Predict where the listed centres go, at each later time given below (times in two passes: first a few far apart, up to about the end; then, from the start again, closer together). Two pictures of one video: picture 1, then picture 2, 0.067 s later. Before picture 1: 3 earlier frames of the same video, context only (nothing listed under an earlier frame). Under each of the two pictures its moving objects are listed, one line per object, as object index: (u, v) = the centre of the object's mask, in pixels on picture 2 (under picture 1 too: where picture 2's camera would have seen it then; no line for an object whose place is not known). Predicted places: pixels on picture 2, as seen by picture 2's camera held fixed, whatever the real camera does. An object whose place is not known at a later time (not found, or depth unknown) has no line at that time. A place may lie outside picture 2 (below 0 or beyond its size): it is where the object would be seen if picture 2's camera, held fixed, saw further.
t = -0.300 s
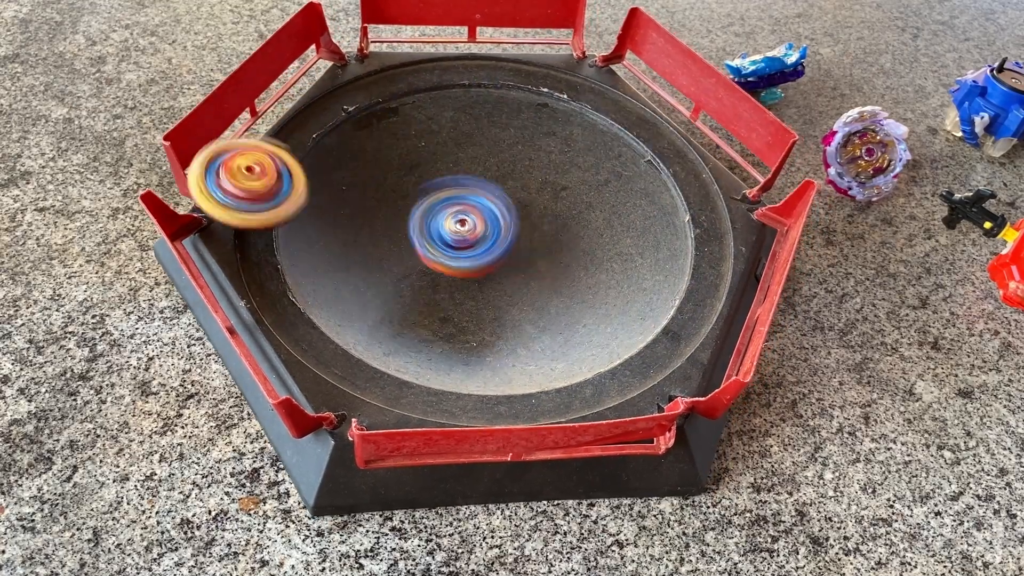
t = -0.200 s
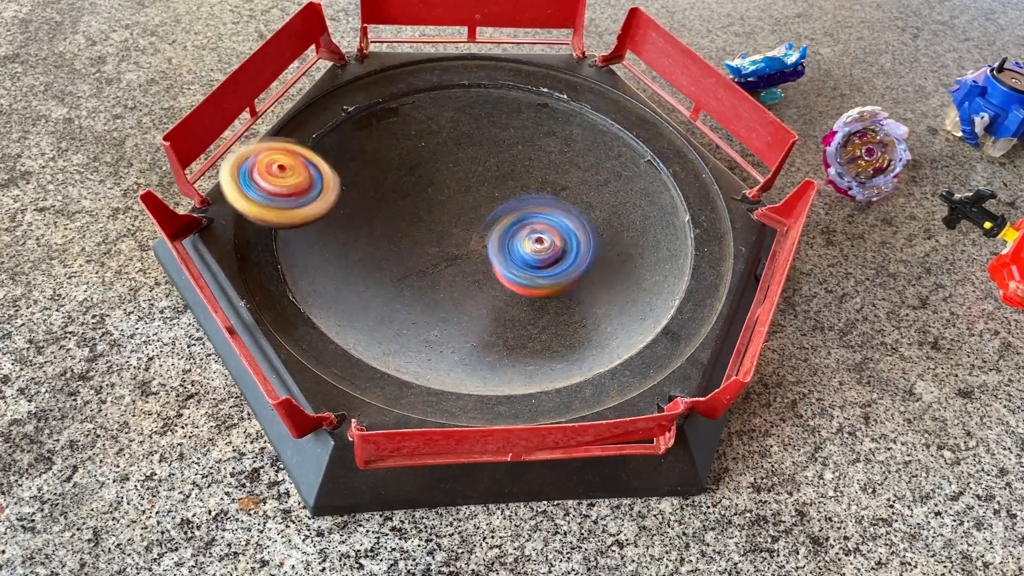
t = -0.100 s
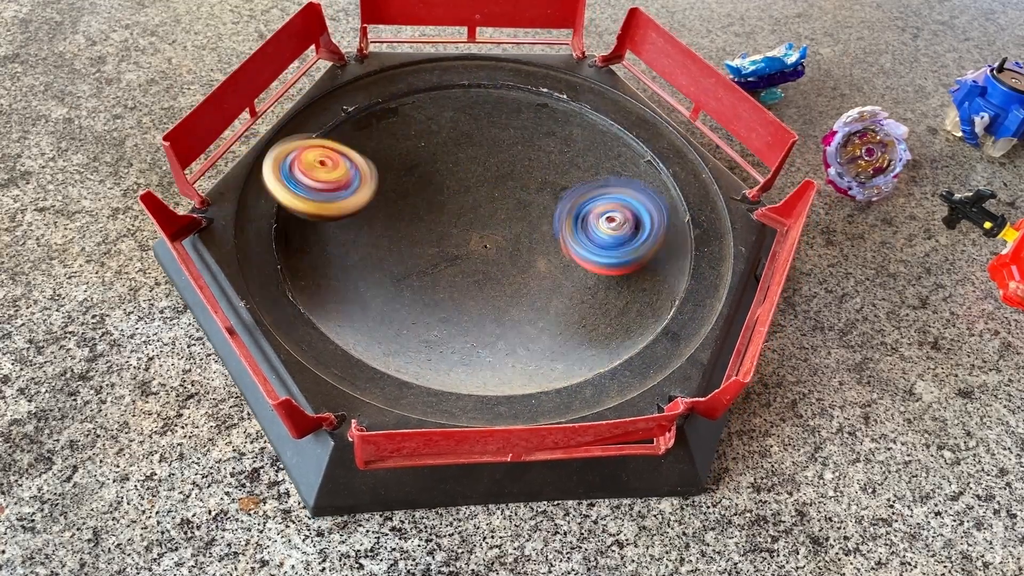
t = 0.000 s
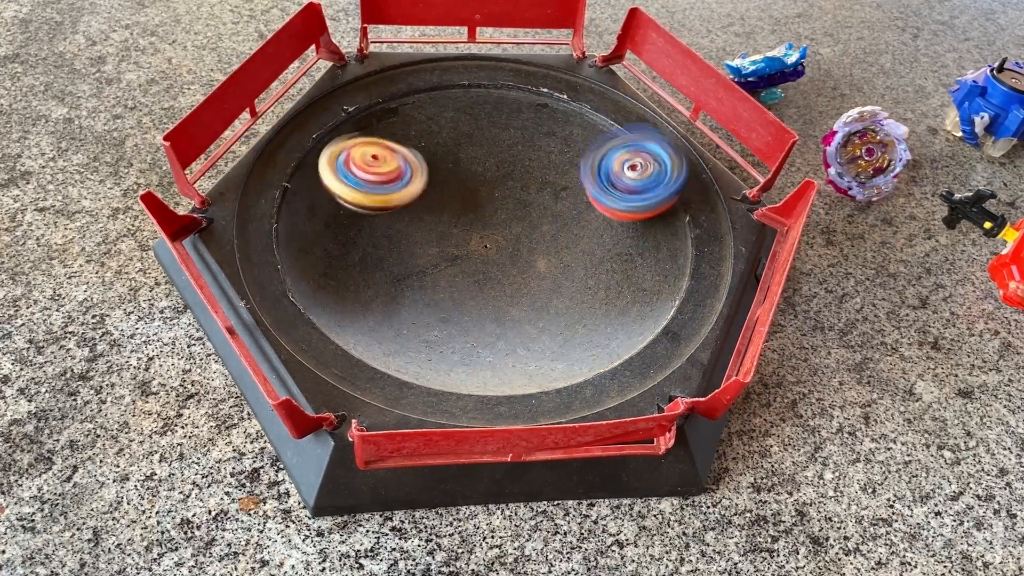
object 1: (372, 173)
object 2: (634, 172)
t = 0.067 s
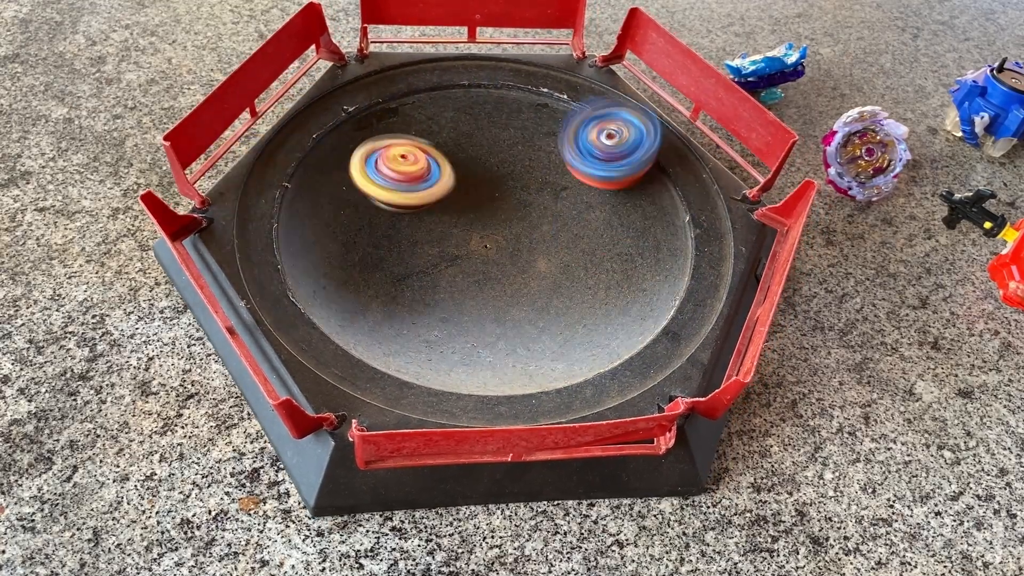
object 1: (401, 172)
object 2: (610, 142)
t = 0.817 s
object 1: (475, 238)
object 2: (581, 181)
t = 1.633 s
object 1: (427, 207)
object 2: (546, 238)
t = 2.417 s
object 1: (406, 179)
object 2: (529, 226)
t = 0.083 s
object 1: (408, 173)
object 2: (602, 137)
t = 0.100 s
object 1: (413, 173)
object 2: (590, 133)
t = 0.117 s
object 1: (420, 173)
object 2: (579, 129)
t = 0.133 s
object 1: (424, 174)
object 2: (566, 128)
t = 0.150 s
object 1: (428, 173)
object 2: (554, 128)
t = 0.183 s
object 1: (436, 173)
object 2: (529, 130)
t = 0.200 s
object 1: (438, 176)
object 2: (522, 130)
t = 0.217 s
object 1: (433, 181)
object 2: (523, 123)
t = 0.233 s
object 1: (423, 188)
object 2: (530, 114)
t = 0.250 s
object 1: (414, 196)
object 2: (539, 107)
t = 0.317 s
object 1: (388, 225)
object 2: (553, 85)
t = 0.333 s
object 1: (384, 232)
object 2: (552, 82)
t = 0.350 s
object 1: (386, 236)
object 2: (549, 81)
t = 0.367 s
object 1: (385, 242)
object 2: (546, 83)
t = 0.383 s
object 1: (389, 245)
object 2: (544, 84)
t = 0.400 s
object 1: (392, 249)
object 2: (539, 85)
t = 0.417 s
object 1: (398, 251)
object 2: (536, 87)
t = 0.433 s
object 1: (404, 254)
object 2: (533, 88)
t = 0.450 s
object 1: (409, 255)
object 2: (529, 90)
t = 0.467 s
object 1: (417, 257)
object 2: (526, 92)
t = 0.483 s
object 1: (423, 258)
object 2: (522, 94)
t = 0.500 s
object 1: (430, 258)
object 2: (521, 96)
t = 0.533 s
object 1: (441, 258)
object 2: (516, 103)
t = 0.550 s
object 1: (444, 258)
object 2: (514, 107)
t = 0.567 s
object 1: (450, 256)
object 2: (513, 111)
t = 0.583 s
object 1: (453, 256)
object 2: (513, 117)
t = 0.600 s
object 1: (457, 253)
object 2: (513, 124)
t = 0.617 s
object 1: (461, 252)
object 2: (514, 131)
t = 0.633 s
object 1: (463, 249)
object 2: (515, 138)
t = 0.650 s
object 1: (468, 249)
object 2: (518, 144)
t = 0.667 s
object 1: (469, 245)
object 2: (521, 151)
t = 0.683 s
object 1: (473, 245)
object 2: (524, 158)
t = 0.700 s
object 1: (474, 241)
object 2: (529, 164)
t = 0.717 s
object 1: (478, 240)
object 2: (534, 170)
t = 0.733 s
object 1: (475, 239)
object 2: (542, 174)
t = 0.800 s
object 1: (475, 239)
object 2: (573, 181)
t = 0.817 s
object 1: (475, 238)
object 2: (581, 181)
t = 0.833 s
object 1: (475, 238)
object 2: (588, 180)
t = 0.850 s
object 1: (476, 236)
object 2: (594, 179)
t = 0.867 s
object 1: (477, 236)
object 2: (601, 177)
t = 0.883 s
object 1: (476, 235)
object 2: (605, 176)
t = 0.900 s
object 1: (477, 235)
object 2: (609, 172)
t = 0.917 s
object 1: (477, 234)
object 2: (612, 169)
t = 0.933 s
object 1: (478, 234)
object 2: (613, 167)
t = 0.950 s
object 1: (478, 233)
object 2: (614, 164)
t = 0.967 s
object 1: (479, 233)
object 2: (612, 162)
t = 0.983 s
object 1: (479, 232)
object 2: (610, 160)
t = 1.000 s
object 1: (481, 231)
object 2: (606, 158)
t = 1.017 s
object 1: (480, 230)
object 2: (600, 159)
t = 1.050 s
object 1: (482, 228)
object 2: (587, 161)
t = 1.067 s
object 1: (483, 226)
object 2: (582, 162)
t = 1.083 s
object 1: (483, 225)
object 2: (575, 164)
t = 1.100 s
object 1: (483, 223)
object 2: (568, 169)
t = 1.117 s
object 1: (482, 223)
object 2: (564, 172)
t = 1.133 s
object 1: (477, 223)
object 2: (564, 173)
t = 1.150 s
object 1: (472, 225)
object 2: (564, 174)
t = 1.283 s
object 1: (452, 224)
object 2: (559, 186)
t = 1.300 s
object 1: (450, 224)
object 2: (557, 189)
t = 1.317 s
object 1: (450, 222)
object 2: (555, 193)
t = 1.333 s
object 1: (448, 222)
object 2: (555, 195)
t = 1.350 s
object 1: (447, 220)
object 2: (553, 198)
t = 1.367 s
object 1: (445, 220)
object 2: (551, 201)
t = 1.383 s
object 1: (444, 217)
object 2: (551, 203)
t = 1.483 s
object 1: (435, 212)
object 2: (551, 222)
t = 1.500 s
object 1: (435, 212)
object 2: (551, 224)
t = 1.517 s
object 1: (433, 211)
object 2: (552, 226)
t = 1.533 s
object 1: (432, 211)
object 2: (551, 229)
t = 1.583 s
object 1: (428, 209)
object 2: (549, 234)
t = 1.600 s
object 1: (429, 208)
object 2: (549, 235)
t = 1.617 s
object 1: (427, 208)
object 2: (548, 238)
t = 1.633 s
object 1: (427, 207)
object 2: (546, 238)
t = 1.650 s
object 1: (426, 206)
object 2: (546, 240)
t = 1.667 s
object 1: (426, 205)
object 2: (544, 241)
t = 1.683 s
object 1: (424, 205)
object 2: (542, 241)
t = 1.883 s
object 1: (418, 195)
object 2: (506, 249)
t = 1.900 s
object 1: (416, 192)
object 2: (502, 250)
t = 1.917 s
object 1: (413, 190)
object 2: (504, 253)
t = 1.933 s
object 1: (410, 186)
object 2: (507, 257)
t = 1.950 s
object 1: (409, 185)
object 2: (510, 260)
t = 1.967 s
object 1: (407, 183)
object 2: (515, 262)
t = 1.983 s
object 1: (408, 182)
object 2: (519, 265)
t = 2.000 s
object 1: (407, 181)
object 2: (523, 265)
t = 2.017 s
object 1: (409, 181)
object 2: (528, 265)
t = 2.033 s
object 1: (408, 180)
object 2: (531, 266)
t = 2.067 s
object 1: (409, 179)
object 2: (539, 265)
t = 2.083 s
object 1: (410, 179)
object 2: (542, 264)
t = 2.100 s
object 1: (410, 180)
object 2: (545, 262)
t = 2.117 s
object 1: (411, 180)
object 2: (546, 259)
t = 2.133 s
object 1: (411, 180)
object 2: (547, 256)
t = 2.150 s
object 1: (414, 180)
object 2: (548, 253)
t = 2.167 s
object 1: (414, 180)
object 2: (547, 251)
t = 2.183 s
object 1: (415, 179)
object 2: (546, 247)
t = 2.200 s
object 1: (415, 180)
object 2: (544, 243)
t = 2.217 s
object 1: (417, 180)
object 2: (542, 240)
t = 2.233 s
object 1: (416, 180)
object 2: (538, 237)
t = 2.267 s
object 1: (418, 181)
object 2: (529, 231)
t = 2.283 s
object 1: (420, 181)
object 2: (525, 228)
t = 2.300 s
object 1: (420, 182)
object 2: (520, 225)
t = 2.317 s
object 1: (419, 181)
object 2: (516, 225)
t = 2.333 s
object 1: (413, 180)
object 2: (519, 225)
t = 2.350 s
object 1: (409, 178)
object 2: (522, 225)
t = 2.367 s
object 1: (405, 179)
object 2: (522, 226)
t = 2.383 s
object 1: (406, 178)
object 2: (526, 226)
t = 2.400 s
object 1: (403, 179)
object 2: (528, 226)
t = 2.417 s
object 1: (406, 179)
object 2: (529, 226)
